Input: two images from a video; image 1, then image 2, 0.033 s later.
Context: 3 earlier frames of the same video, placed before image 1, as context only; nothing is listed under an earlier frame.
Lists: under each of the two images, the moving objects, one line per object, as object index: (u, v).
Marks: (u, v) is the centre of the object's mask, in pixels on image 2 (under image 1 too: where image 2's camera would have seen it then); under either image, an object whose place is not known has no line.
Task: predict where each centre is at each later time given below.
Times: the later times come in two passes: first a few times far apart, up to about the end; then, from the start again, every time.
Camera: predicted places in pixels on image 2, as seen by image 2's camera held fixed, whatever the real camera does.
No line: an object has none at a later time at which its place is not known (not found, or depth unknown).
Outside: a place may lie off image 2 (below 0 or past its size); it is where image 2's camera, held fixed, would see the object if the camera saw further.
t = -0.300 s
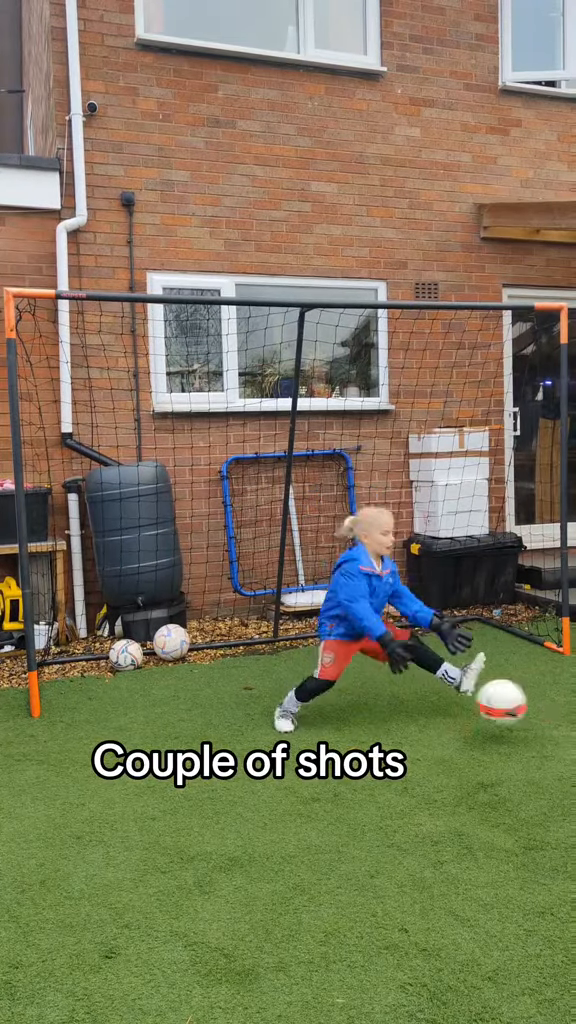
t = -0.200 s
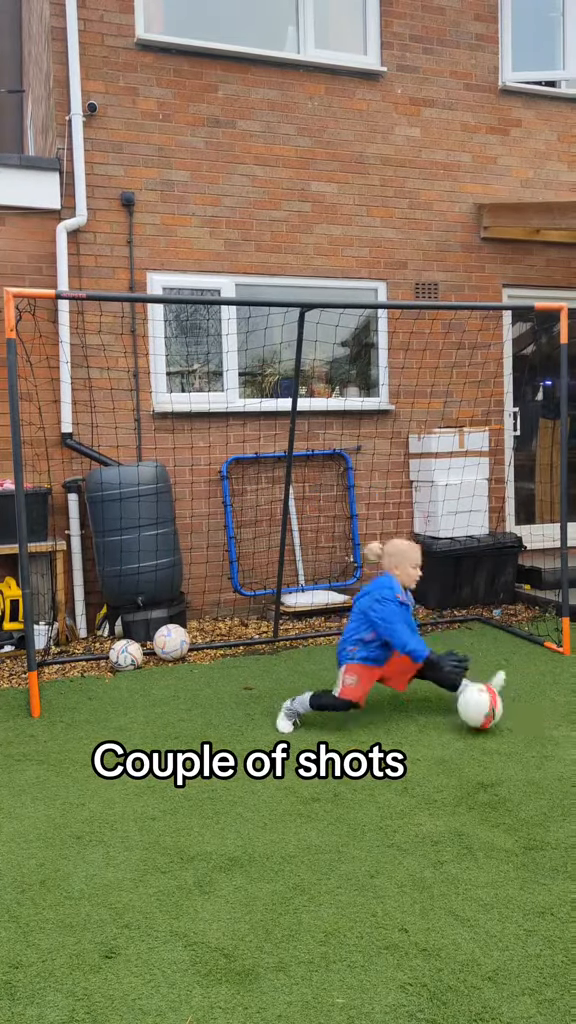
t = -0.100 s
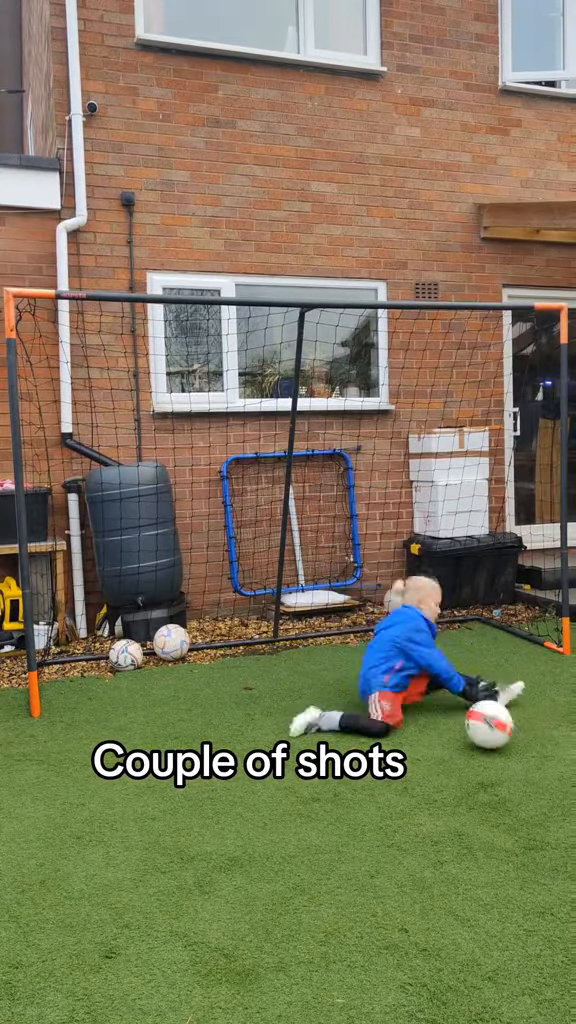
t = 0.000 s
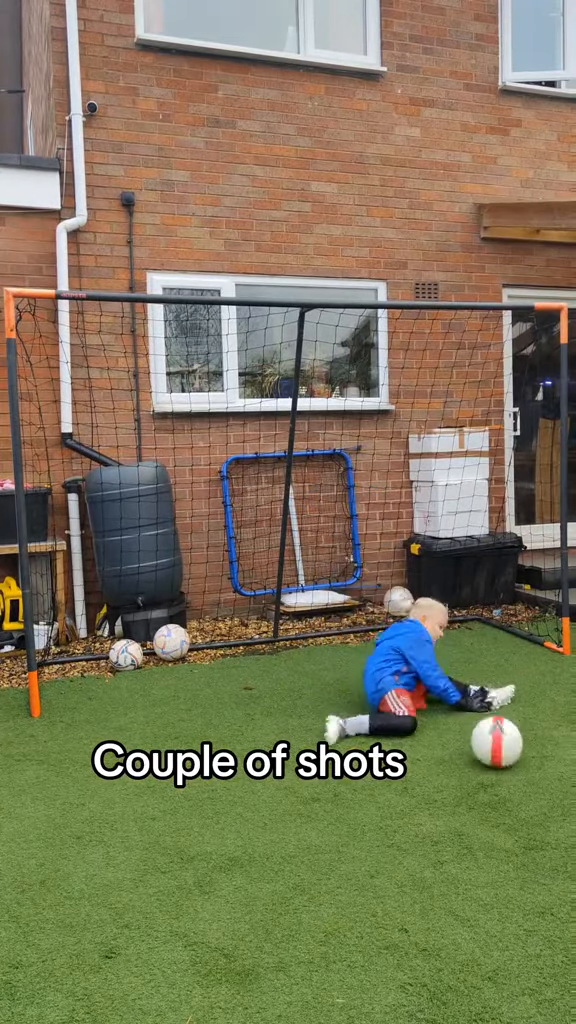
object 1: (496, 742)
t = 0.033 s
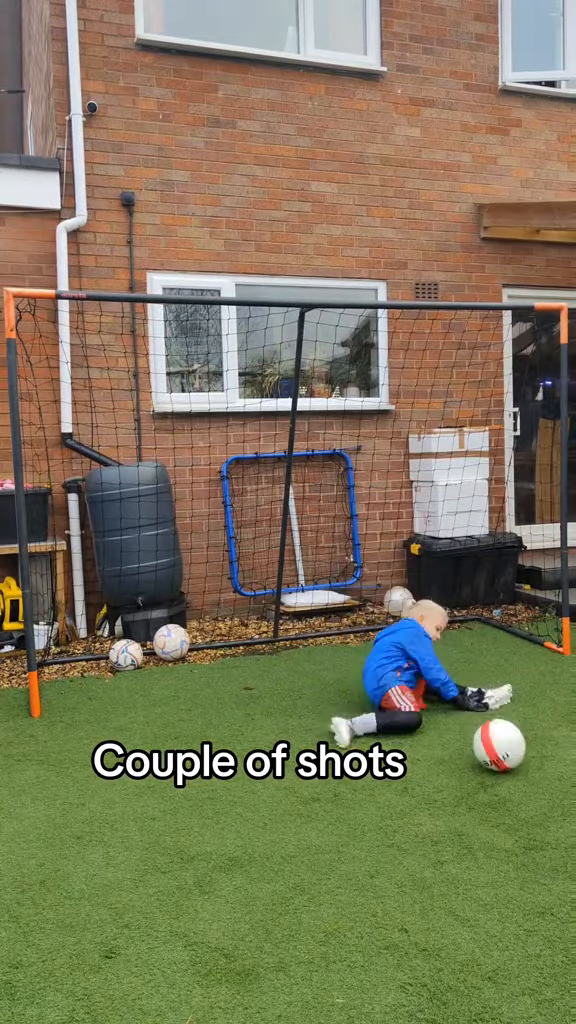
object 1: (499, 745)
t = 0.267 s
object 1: (509, 776)
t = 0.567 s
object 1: (505, 801)
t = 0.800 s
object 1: (487, 801)
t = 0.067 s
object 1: (501, 748)
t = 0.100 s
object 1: (503, 753)
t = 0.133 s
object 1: (504, 761)
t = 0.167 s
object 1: (505, 765)
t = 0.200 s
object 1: (507, 769)
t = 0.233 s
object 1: (508, 772)
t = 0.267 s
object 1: (509, 776)
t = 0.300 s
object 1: (510, 781)
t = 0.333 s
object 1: (510, 784)
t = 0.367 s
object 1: (510, 788)
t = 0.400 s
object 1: (510, 791)
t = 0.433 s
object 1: (509, 794)
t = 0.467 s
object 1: (508, 796)
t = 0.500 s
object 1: (507, 798)
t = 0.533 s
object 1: (506, 800)
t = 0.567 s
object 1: (505, 801)
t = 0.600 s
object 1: (503, 802)
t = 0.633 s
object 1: (500, 802)
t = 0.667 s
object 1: (498, 802)
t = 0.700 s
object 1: (495, 802)
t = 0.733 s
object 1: (492, 802)
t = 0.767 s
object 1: (489, 801)
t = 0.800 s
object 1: (487, 801)
